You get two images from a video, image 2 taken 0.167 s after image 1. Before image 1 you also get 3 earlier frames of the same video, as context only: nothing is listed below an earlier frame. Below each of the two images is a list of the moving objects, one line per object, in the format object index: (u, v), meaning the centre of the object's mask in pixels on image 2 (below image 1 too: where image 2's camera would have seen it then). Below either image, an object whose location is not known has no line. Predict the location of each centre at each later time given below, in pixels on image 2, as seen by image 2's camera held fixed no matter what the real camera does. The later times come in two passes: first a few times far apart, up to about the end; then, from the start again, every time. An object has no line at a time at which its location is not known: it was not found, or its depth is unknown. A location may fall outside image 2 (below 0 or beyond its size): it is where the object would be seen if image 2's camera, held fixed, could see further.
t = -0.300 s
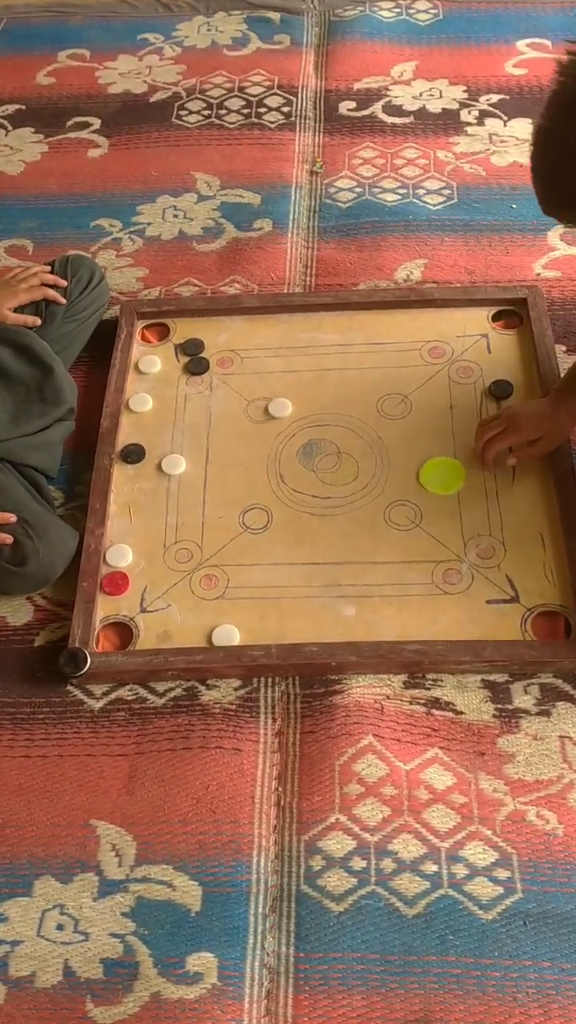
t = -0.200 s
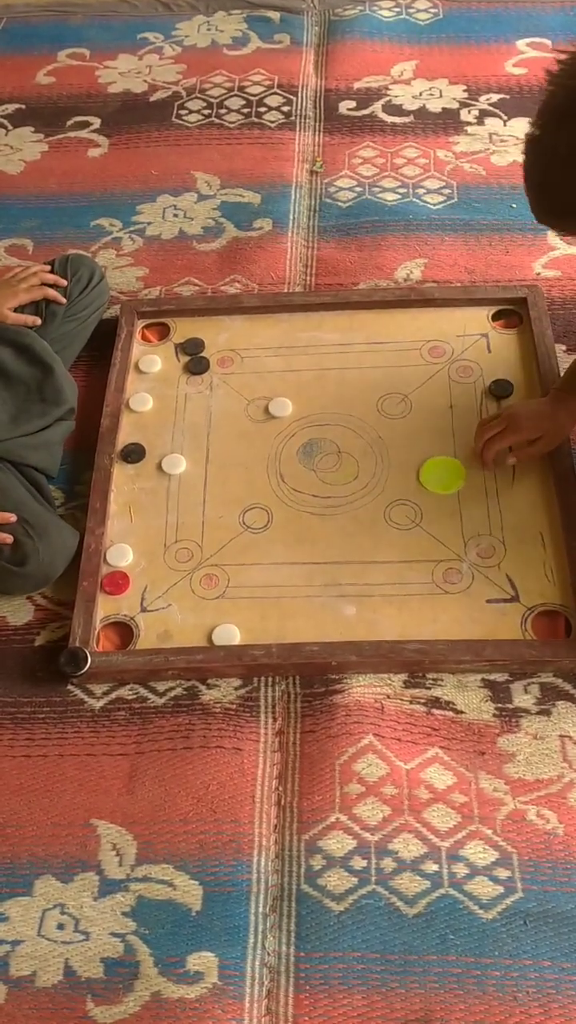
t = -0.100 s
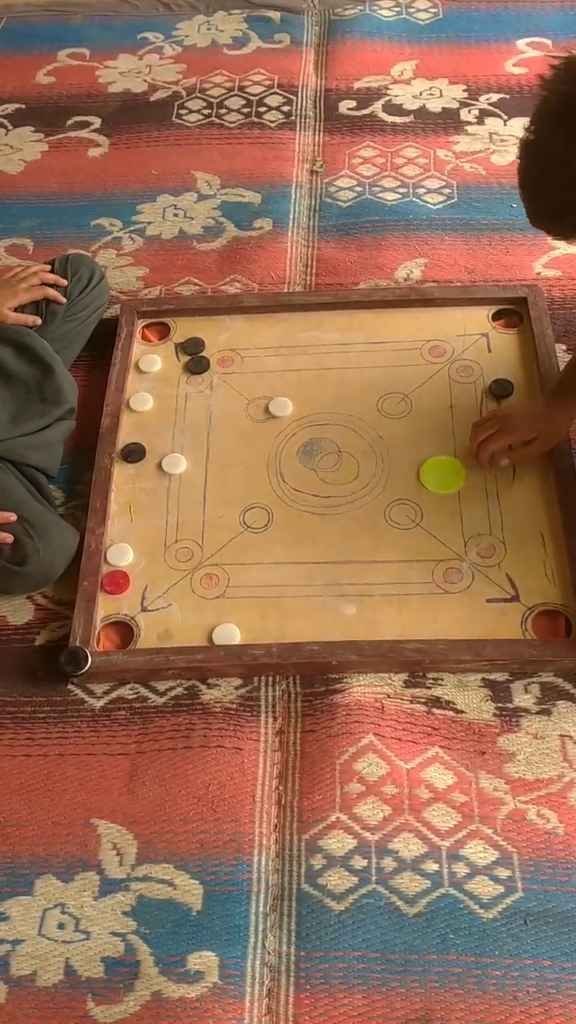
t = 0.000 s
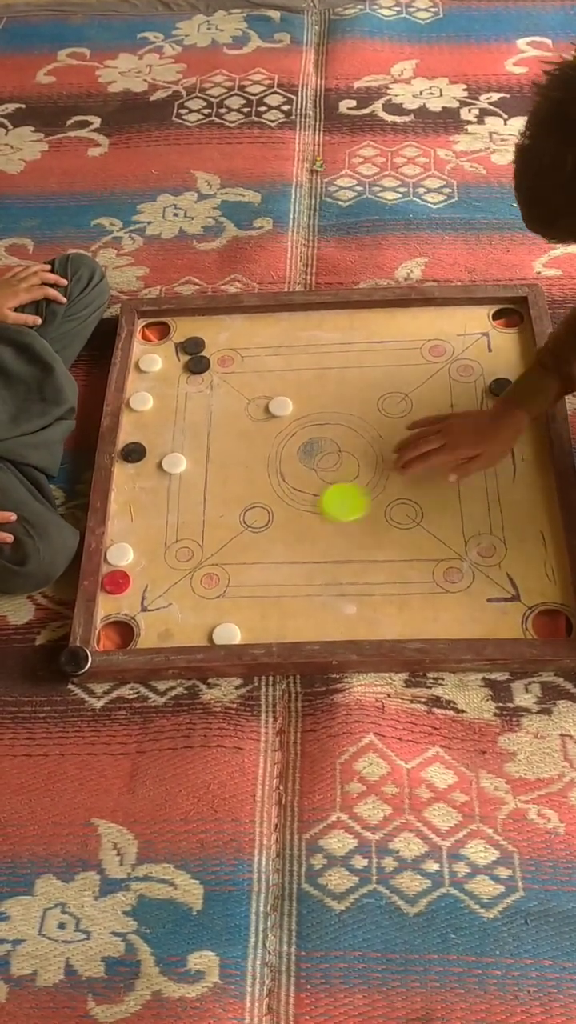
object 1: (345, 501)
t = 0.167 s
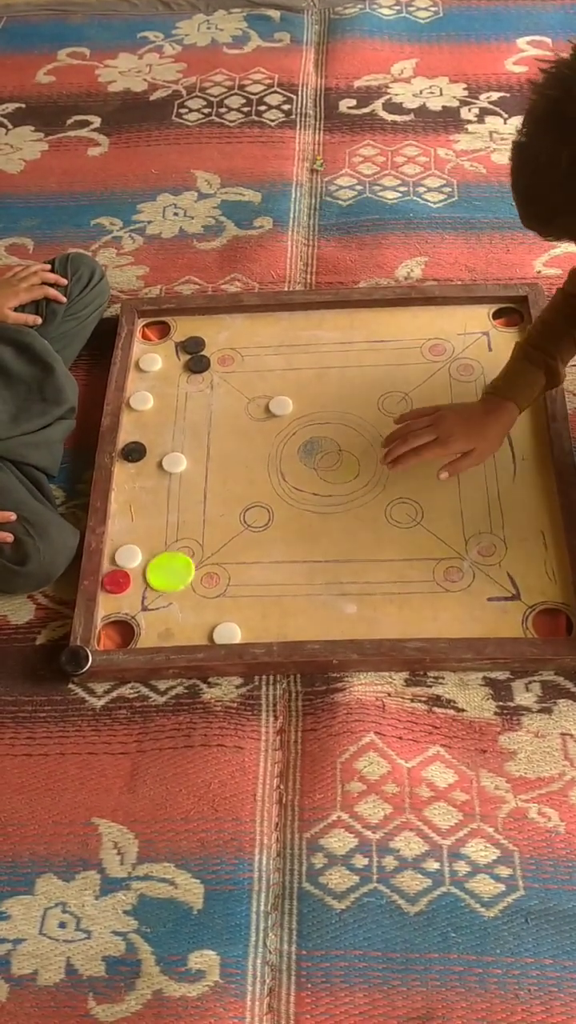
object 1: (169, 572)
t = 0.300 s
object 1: (196, 603)
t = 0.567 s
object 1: (204, 613)
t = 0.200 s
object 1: (178, 581)
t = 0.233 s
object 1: (185, 590)
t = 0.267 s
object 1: (191, 597)
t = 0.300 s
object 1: (196, 603)
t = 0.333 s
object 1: (201, 609)
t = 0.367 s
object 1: (203, 612)
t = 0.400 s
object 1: (203, 612)
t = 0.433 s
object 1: (204, 613)
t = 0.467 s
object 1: (204, 613)
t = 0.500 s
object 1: (204, 613)
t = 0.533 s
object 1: (204, 613)
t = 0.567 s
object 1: (204, 613)
